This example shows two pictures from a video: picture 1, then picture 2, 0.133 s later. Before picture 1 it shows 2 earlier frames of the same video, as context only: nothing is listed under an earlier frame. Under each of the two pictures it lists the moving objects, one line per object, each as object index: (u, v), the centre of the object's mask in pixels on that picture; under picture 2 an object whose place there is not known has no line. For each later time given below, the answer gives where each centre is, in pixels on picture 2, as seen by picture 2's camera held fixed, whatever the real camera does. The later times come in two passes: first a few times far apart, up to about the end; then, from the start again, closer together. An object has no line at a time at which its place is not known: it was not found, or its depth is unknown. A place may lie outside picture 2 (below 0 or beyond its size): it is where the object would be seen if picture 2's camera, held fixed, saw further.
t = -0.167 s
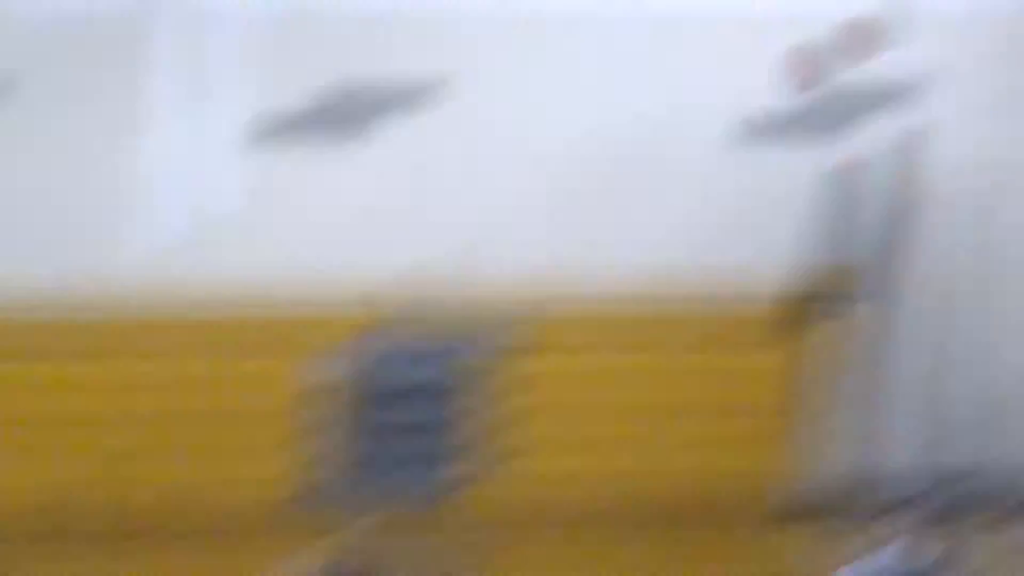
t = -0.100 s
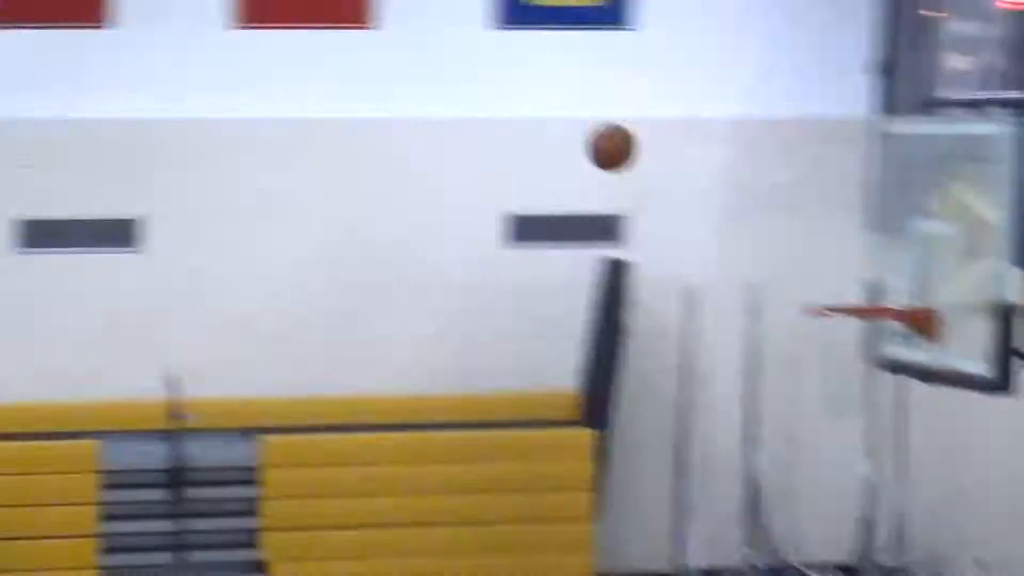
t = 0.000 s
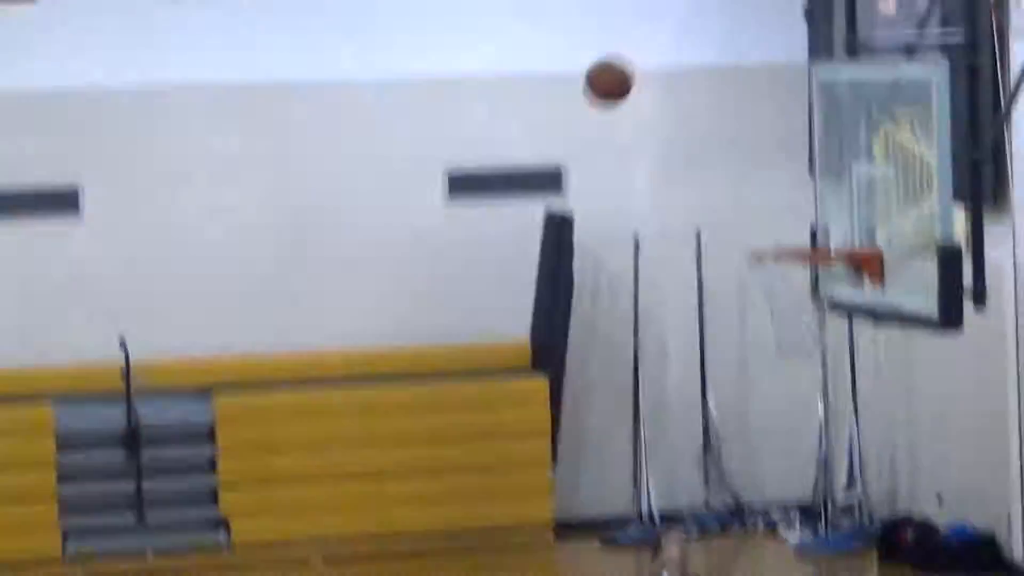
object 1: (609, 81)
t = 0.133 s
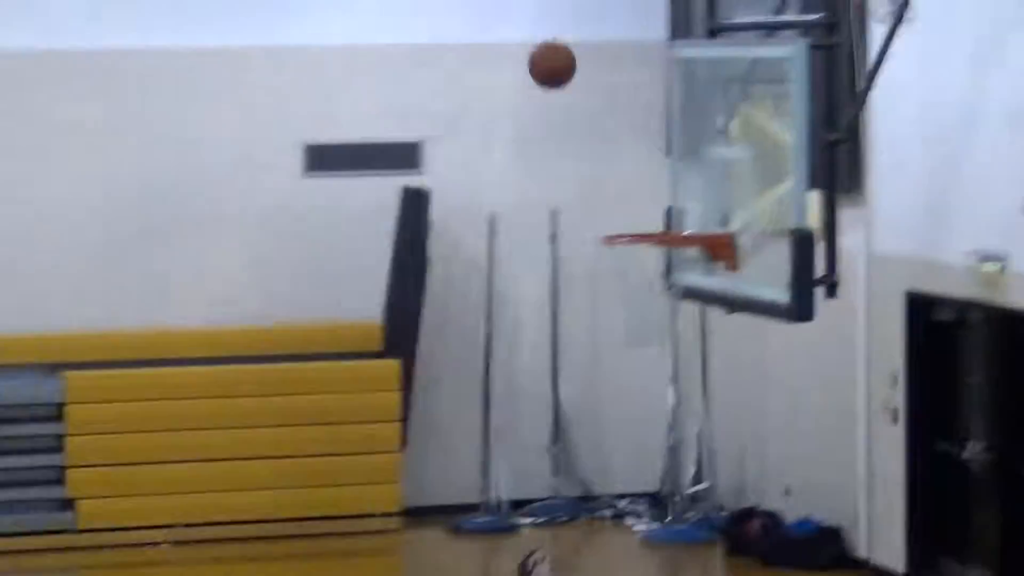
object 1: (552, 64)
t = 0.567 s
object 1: (630, 241)
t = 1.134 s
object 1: (626, 282)
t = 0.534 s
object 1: (627, 239)
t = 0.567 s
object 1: (630, 241)
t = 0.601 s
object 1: (636, 240)
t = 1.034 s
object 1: (649, 238)
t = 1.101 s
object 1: (634, 268)
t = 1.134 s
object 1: (626, 282)
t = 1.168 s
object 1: (616, 294)
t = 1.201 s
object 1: (615, 304)
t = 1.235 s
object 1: (611, 311)
